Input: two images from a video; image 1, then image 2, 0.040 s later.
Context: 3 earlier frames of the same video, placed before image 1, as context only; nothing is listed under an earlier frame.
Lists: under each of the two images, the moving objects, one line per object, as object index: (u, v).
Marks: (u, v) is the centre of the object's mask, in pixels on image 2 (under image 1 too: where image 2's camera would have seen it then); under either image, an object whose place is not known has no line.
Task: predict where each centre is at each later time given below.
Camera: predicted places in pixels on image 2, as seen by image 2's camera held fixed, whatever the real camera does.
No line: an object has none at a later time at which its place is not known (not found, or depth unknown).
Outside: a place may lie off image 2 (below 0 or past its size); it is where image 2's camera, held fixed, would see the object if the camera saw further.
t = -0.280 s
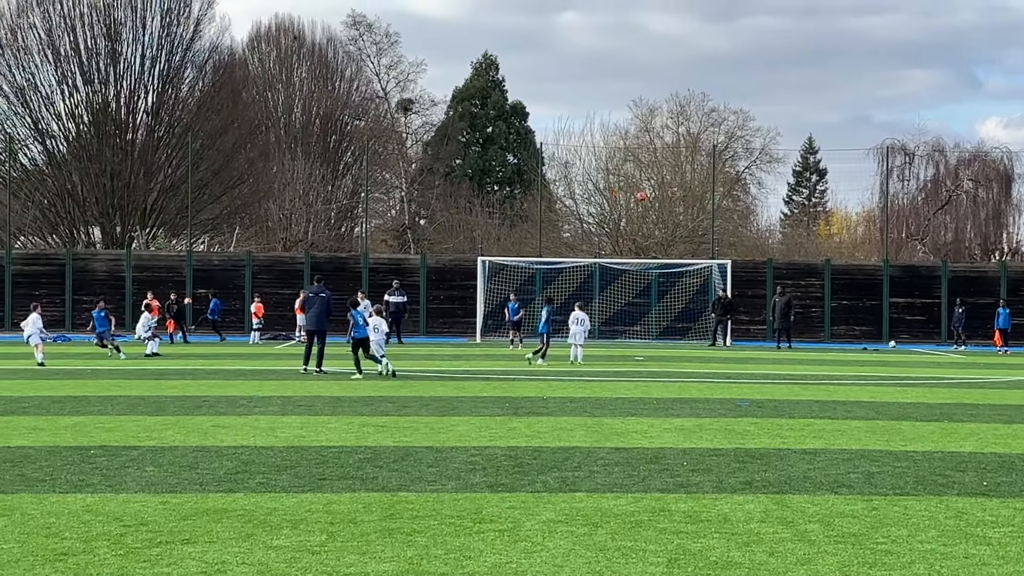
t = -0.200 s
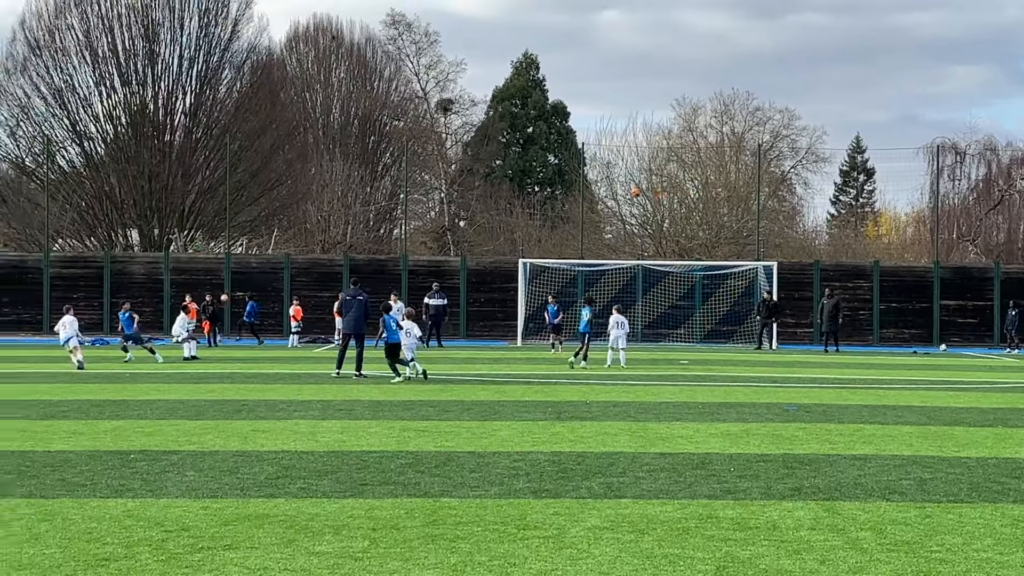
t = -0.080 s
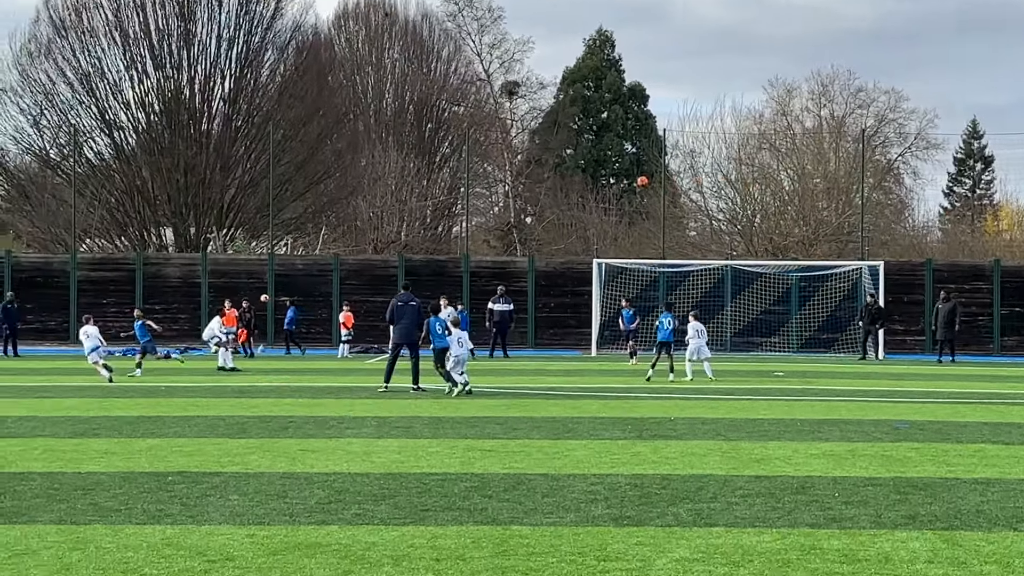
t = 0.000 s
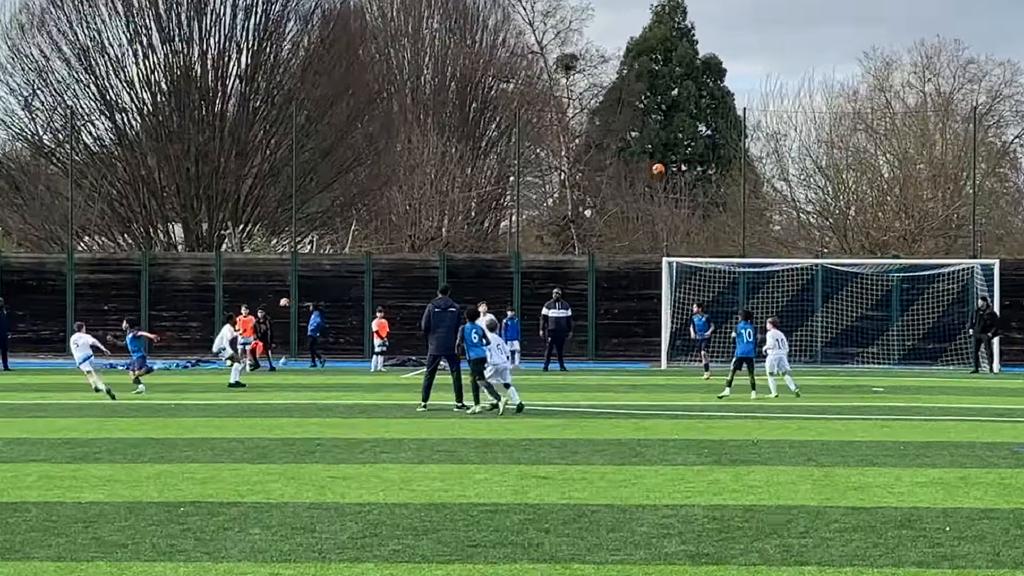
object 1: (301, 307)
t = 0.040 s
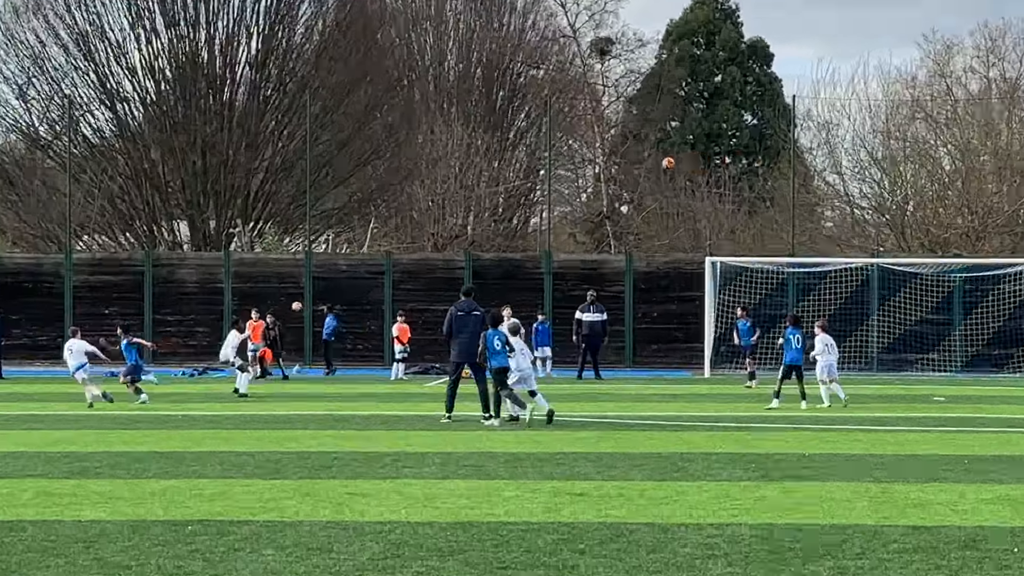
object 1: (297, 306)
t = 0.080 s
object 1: (297, 308)
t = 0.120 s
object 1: (288, 303)
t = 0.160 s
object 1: (295, 306)
